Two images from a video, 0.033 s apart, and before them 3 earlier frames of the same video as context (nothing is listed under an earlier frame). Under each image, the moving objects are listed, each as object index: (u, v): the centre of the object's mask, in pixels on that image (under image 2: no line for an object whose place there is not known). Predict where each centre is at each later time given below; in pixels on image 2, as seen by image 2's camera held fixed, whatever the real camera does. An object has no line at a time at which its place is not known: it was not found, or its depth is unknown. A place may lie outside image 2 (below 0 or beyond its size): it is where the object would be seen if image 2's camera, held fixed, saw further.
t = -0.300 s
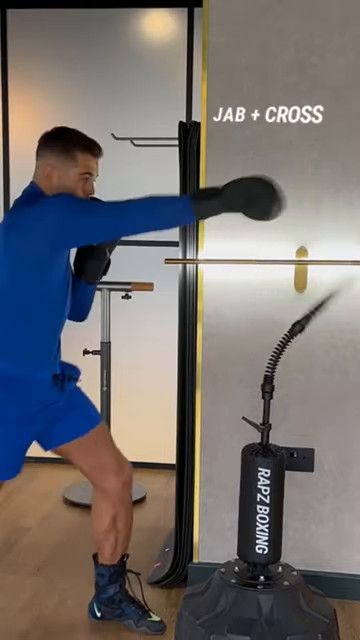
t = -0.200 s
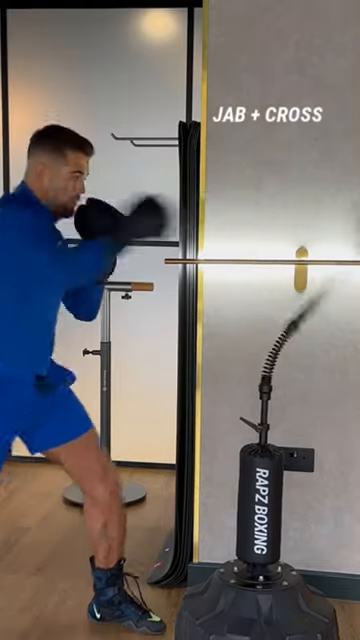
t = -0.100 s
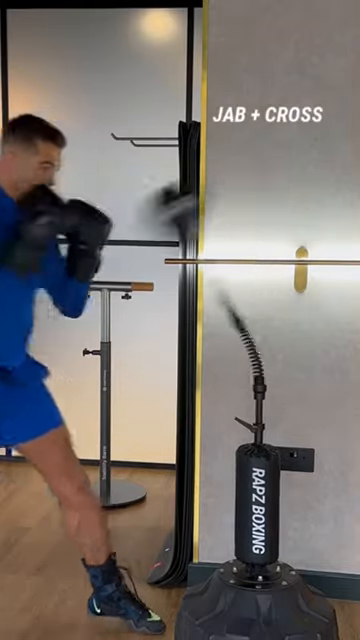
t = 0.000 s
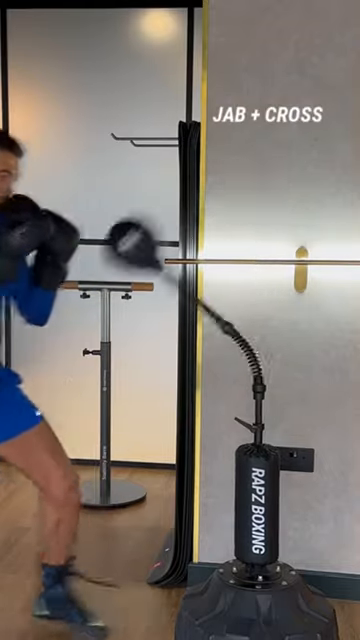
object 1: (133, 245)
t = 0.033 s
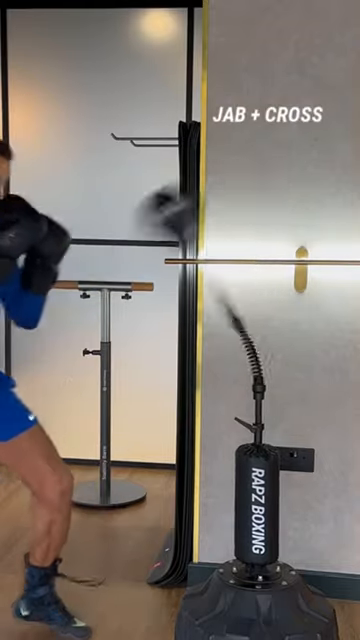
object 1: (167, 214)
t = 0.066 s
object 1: (238, 189)
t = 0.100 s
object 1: (313, 193)
